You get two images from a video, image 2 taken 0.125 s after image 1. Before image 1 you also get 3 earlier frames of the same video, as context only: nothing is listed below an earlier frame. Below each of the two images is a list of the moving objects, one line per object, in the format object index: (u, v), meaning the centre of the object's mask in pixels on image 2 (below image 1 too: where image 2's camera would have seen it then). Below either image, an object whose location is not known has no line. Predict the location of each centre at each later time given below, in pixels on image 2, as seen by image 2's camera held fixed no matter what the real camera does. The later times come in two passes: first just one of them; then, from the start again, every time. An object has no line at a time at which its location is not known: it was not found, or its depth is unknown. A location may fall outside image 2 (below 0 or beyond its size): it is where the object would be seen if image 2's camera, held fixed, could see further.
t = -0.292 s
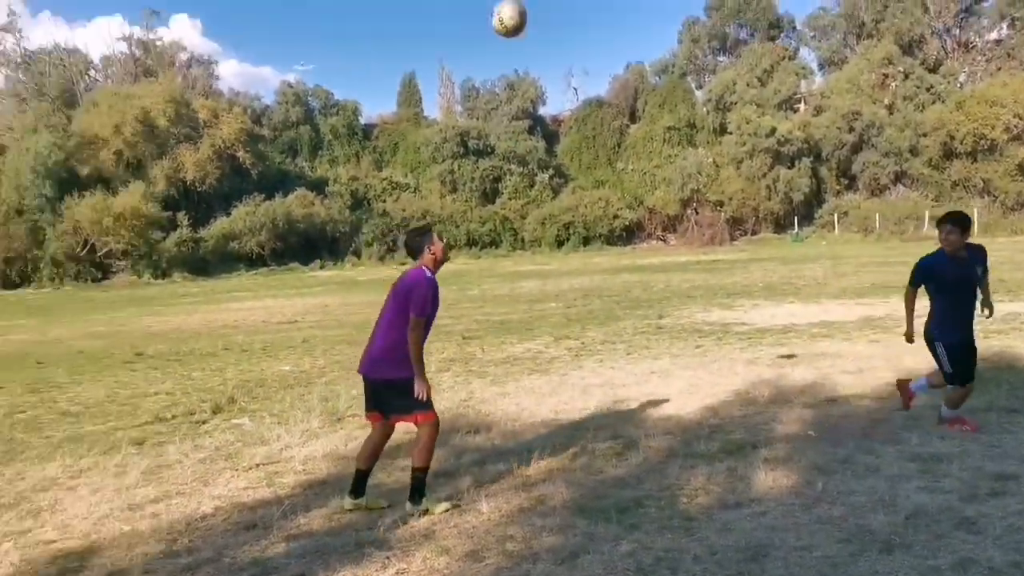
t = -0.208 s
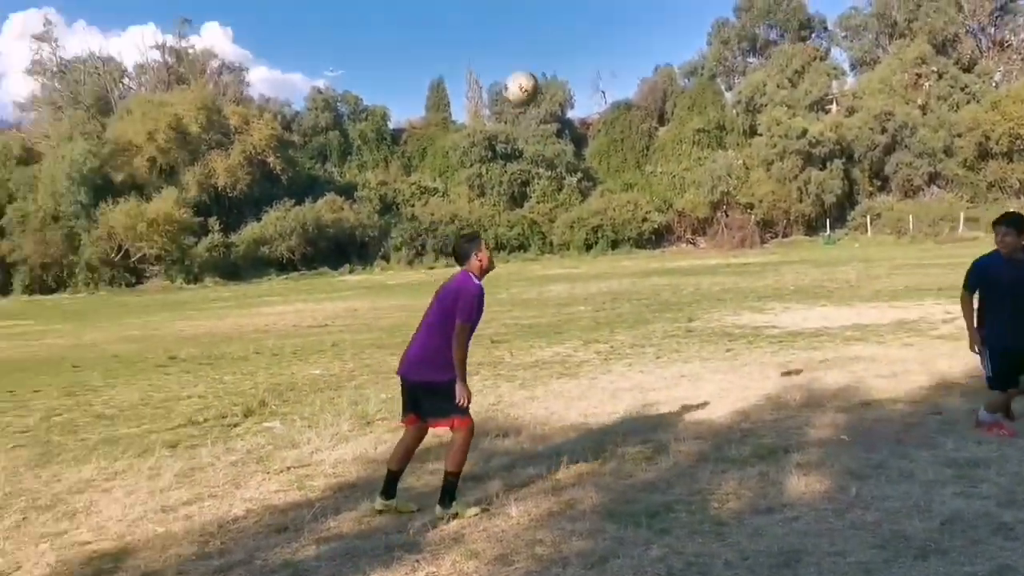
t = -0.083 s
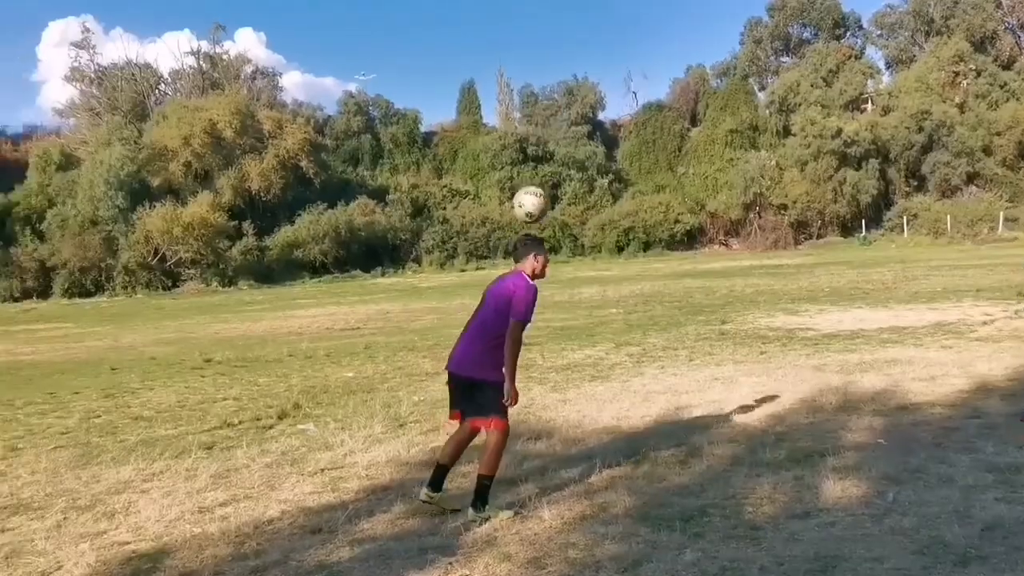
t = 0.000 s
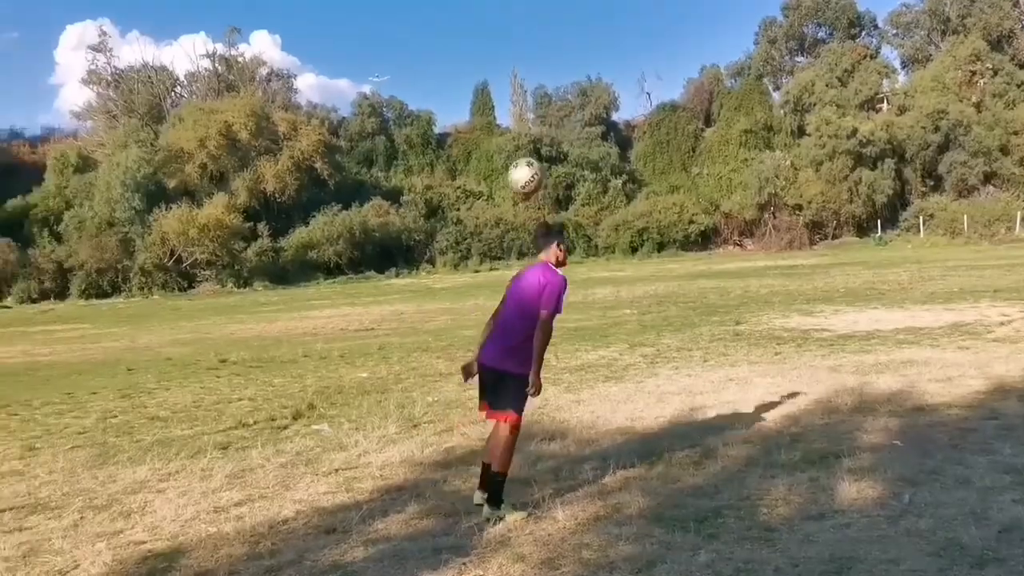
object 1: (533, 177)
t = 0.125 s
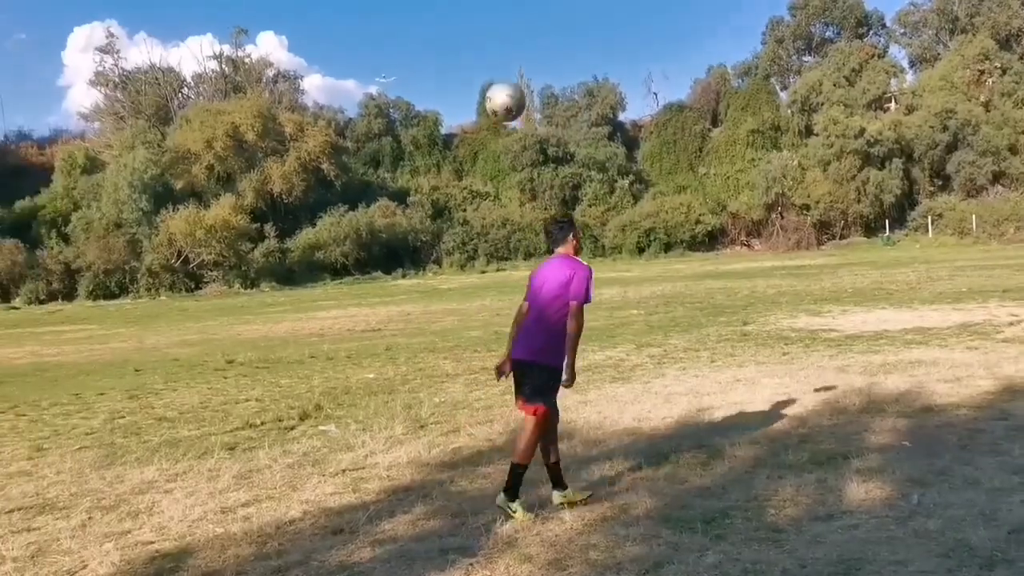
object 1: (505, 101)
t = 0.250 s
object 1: (471, 35)
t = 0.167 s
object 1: (494, 73)
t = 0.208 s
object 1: (484, 57)
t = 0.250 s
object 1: (471, 35)
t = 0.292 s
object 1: (462, 23)
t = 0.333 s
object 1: (447, 15)
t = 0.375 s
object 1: (437, 12)
